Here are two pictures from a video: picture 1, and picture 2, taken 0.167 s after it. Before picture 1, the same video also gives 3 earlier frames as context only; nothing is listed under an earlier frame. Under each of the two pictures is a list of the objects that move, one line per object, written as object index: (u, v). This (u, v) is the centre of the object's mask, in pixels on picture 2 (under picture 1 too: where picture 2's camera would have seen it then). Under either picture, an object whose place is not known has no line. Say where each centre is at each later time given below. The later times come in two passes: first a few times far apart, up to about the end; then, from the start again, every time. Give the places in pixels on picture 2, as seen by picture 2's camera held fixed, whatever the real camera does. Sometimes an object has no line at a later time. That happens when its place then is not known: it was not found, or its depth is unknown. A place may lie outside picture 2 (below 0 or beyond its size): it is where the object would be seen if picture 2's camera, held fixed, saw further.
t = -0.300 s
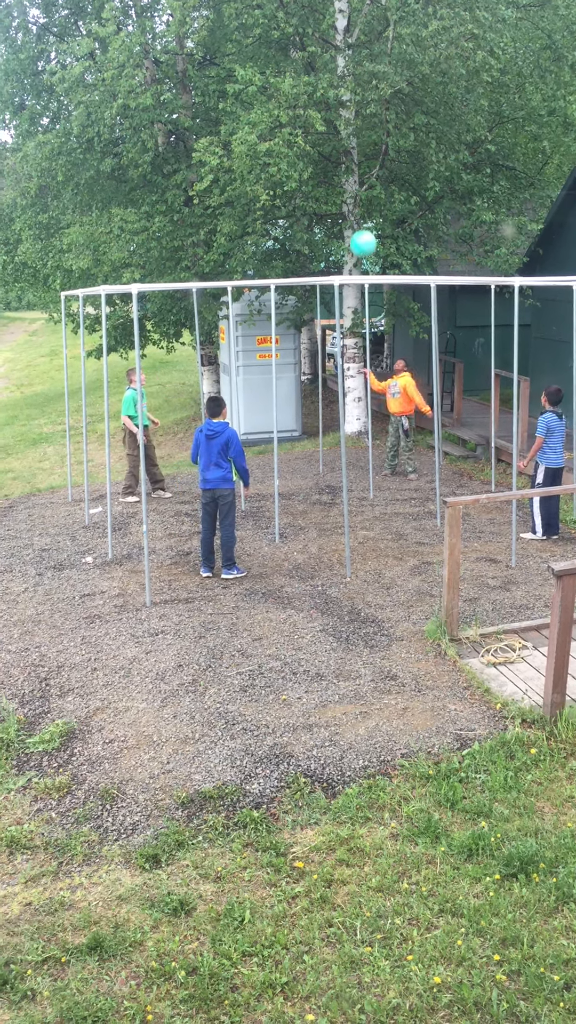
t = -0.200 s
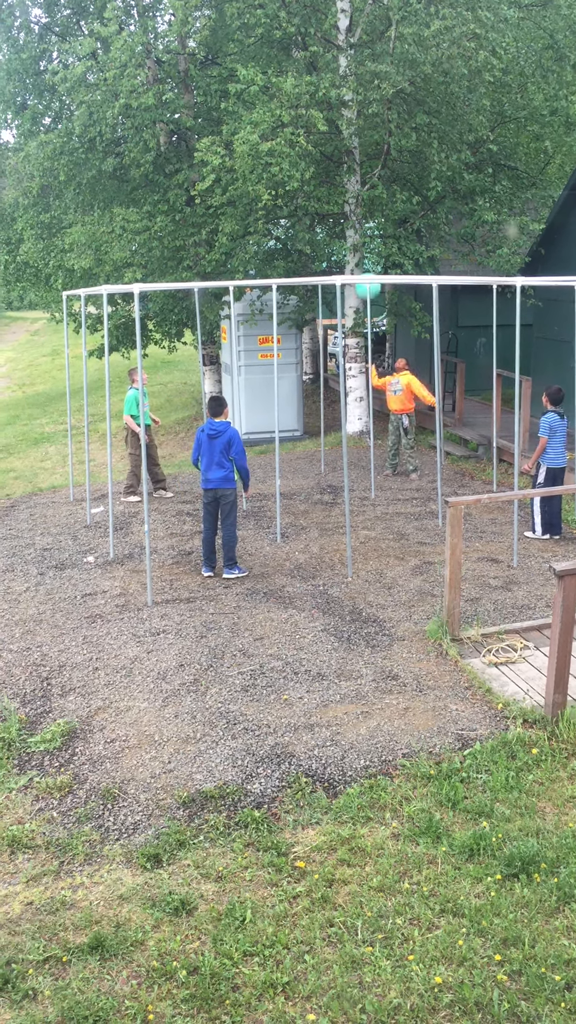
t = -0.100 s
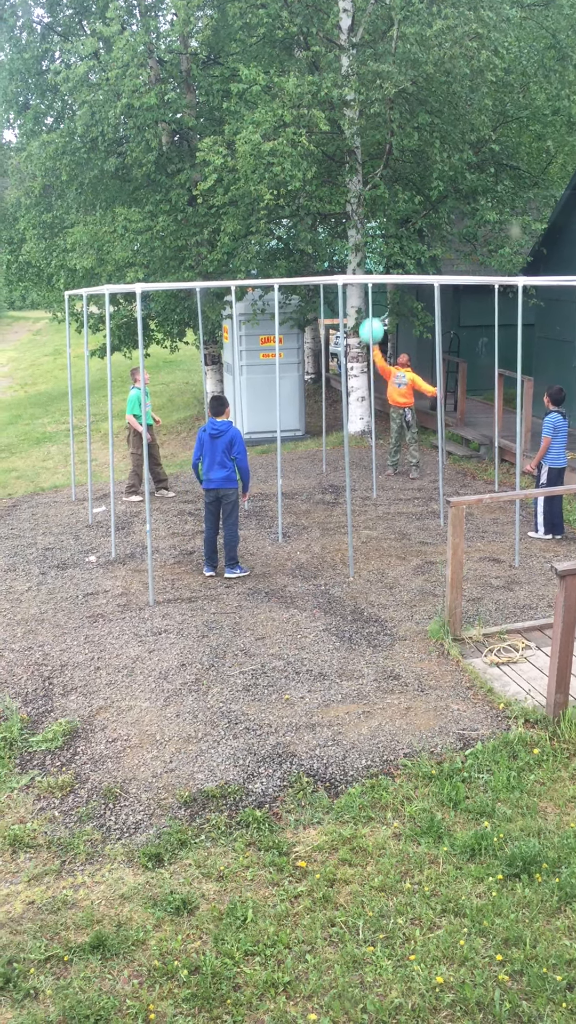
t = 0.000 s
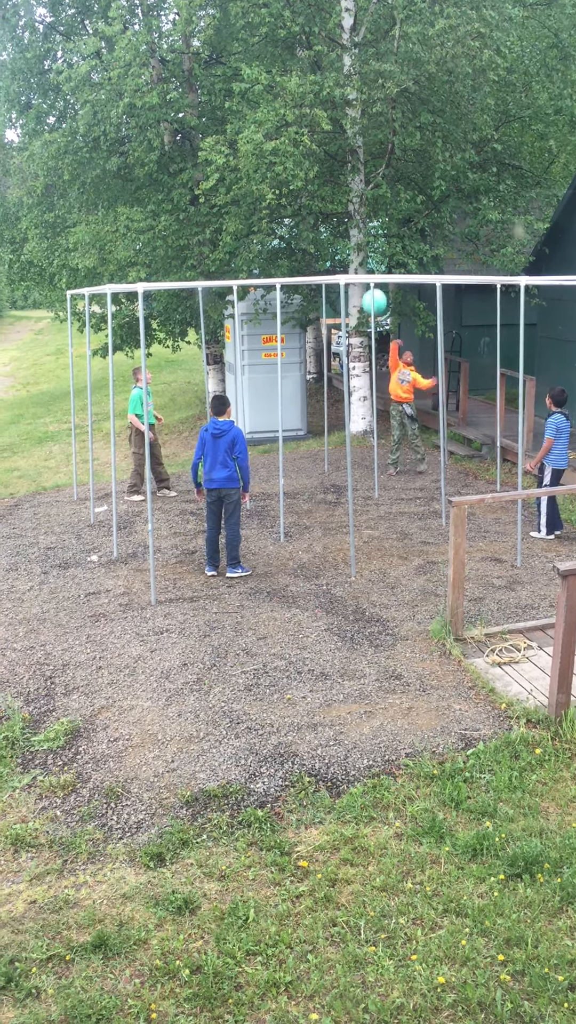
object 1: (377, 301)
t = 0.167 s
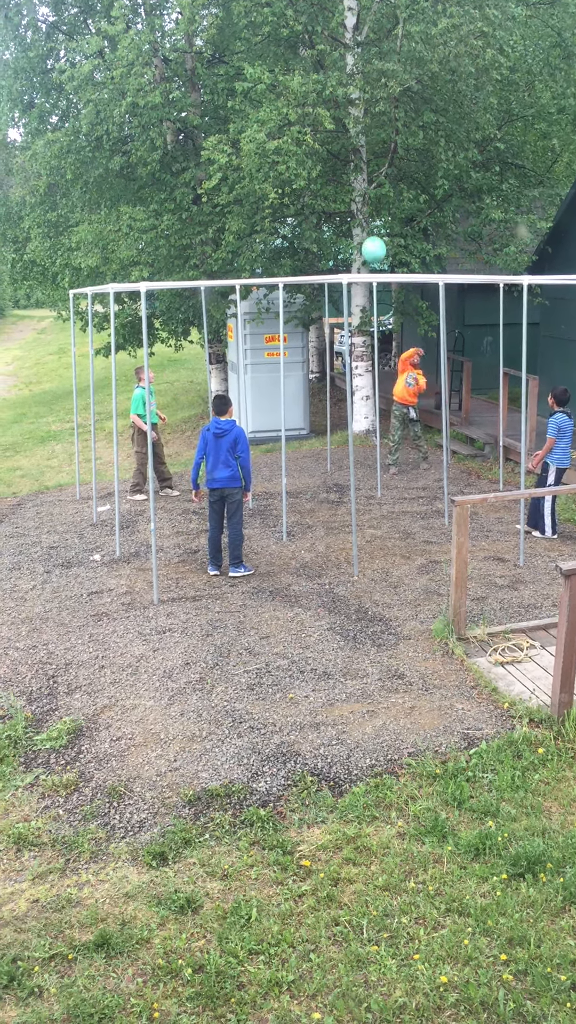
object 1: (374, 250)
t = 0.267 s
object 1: (372, 230)
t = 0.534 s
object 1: (367, 216)
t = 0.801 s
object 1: (360, 234)
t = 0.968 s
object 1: (352, 251)
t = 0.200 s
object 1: (373, 243)
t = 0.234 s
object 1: (373, 236)
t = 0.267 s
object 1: (372, 230)
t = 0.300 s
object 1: (371, 226)
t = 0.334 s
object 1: (371, 222)
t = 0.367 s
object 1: (370, 219)
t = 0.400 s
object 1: (369, 217)
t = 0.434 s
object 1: (369, 216)
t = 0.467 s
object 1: (369, 215)
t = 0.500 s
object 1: (368, 215)
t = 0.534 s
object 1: (367, 216)
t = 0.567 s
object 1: (367, 217)
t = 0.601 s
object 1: (366, 220)
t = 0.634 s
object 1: (365, 222)
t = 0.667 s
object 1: (364, 224)
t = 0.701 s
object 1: (363, 226)
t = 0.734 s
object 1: (362, 229)
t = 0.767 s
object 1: (361, 231)
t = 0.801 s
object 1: (360, 234)
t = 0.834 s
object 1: (358, 236)
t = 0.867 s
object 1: (357, 240)
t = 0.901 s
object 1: (355, 243)
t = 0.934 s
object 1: (354, 246)
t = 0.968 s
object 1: (352, 251)
